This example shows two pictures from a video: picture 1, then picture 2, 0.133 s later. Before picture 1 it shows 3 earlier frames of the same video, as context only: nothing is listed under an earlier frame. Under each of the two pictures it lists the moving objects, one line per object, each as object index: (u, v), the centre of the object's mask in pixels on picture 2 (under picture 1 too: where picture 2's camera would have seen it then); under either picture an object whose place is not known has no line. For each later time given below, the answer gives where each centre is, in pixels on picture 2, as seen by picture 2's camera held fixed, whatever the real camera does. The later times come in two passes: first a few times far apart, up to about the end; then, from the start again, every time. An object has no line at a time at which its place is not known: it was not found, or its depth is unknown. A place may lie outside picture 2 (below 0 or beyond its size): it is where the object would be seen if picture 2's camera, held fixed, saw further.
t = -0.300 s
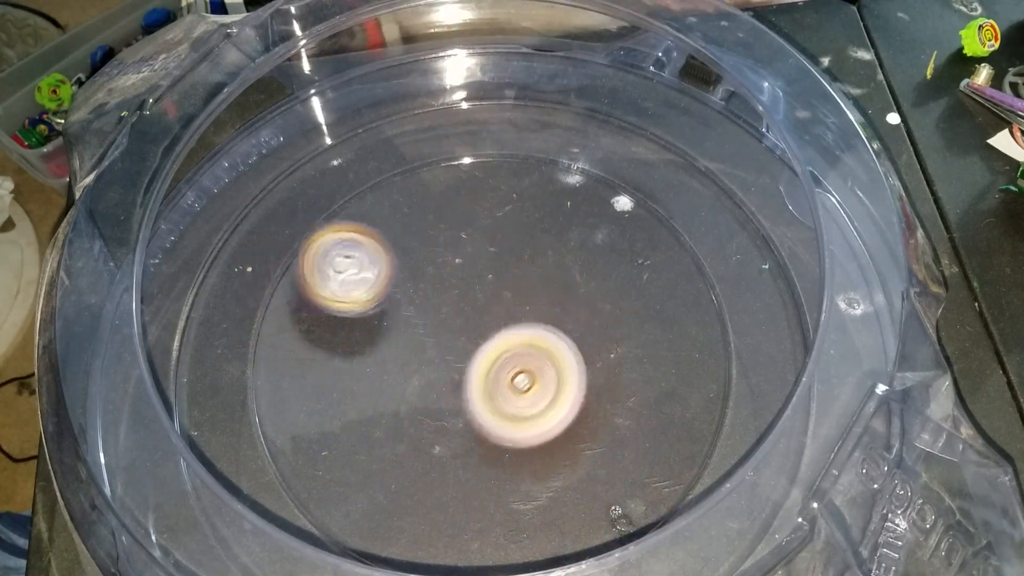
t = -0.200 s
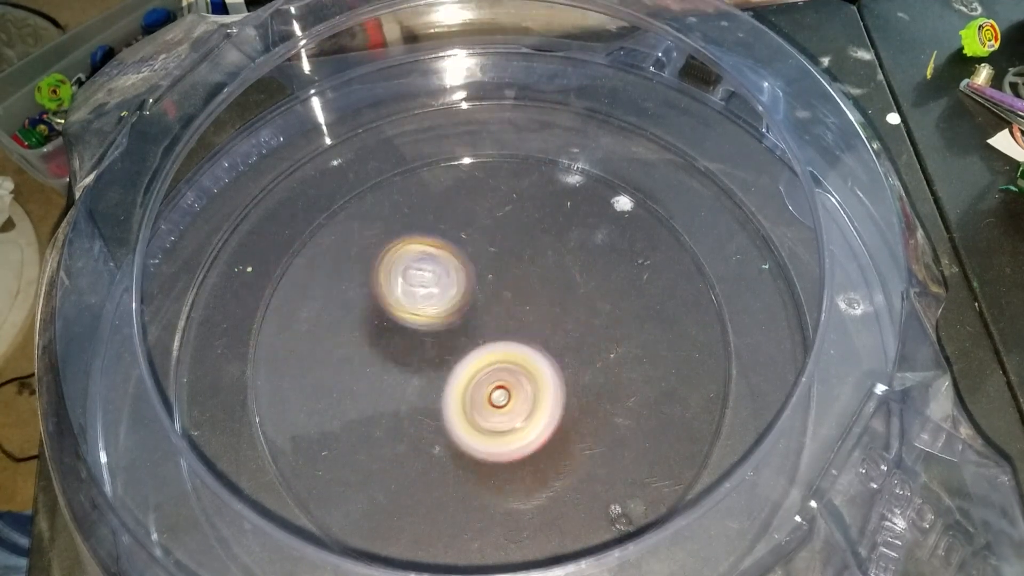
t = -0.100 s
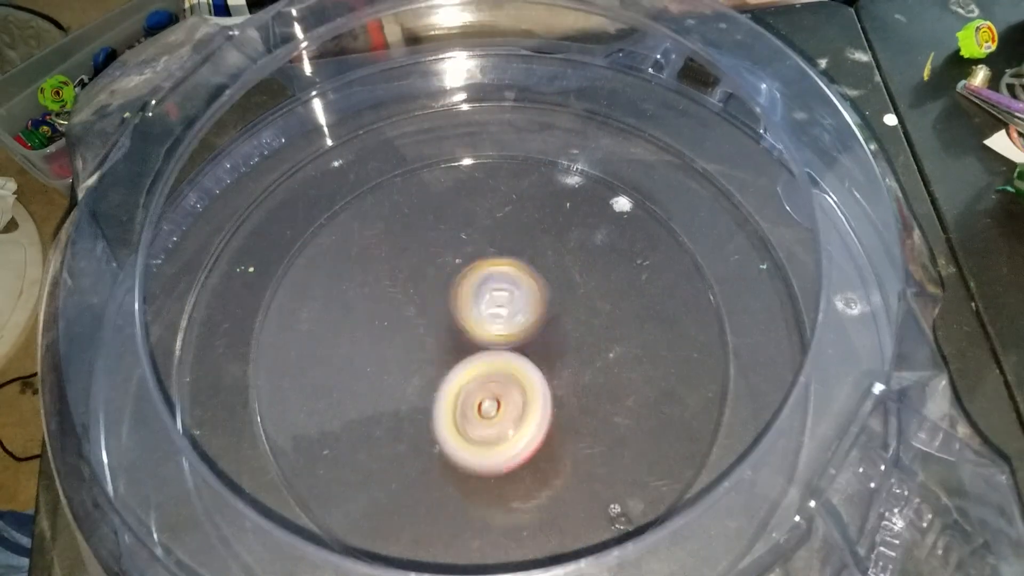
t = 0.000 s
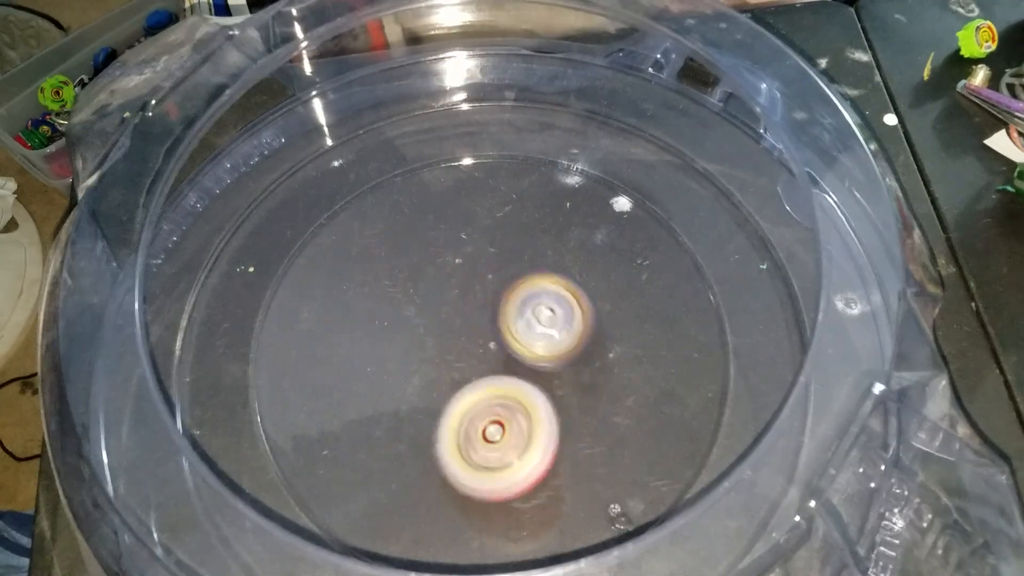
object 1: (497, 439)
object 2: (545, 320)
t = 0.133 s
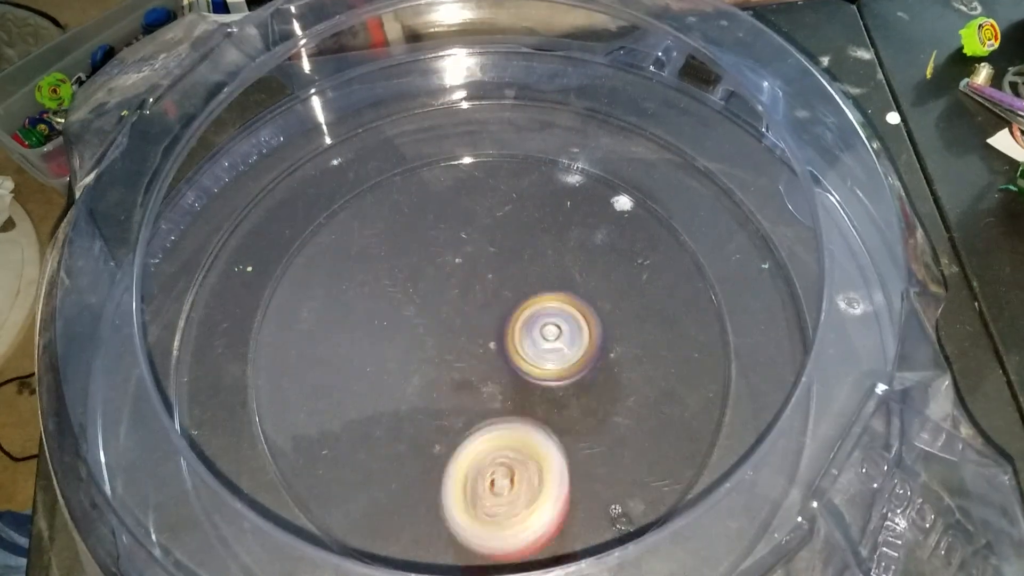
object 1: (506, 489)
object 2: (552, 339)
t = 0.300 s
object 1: (520, 525)
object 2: (502, 353)
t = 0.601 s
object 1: (502, 425)
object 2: (426, 308)
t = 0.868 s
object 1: (504, 461)
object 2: (459, 77)
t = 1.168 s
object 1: (476, 385)
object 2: (478, 69)
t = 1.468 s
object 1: (410, 274)
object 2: (467, 188)
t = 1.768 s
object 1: (323, 384)
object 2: (590, 373)
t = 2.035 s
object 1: (420, 308)
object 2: (483, 519)
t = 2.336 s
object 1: (473, 233)
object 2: (435, 479)
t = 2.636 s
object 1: (532, 225)
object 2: (424, 445)
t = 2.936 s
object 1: (499, 331)
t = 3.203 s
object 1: (550, 279)
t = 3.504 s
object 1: (473, 368)
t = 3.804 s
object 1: (447, 427)
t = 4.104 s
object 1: (439, 293)
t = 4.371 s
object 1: (361, 234)
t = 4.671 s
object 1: (375, 321)
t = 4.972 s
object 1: (422, 402)
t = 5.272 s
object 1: (551, 422)
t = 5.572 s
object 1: (514, 372)
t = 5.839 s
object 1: (502, 366)
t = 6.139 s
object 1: (517, 359)
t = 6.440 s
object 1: (539, 350)
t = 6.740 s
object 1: (534, 349)
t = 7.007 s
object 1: (582, 340)
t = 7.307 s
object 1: (586, 328)
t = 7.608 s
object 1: (542, 333)
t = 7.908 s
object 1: (570, 339)
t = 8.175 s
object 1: (545, 336)
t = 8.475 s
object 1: (566, 332)
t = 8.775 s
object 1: (540, 324)
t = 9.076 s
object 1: (537, 316)
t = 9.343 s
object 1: (554, 288)
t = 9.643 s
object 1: (522, 293)
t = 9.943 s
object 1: (508, 283)
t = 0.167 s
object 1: (507, 506)
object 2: (547, 336)
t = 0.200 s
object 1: (510, 516)
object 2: (538, 336)
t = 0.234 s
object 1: (514, 522)
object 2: (529, 339)
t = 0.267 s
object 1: (517, 525)
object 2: (516, 346)
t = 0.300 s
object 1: (520, 525)
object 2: (502, 353)
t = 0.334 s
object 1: (522, 523)
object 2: (486, 358)
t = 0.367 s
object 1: (522, 521)
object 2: (469, 359)
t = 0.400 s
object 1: (522, 515)
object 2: (455, 357)
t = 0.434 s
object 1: (520, 506)
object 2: (443, 353)
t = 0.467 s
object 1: (518, 494)
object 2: (432, 345)
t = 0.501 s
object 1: (515, 478)
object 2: (425, 337)
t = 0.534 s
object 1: (511, 462)
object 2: (423, 328)
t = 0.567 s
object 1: (507, 445)
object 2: (423, 318)
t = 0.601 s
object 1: (502, 425)
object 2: (426, 308)
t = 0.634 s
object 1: (498, 406)
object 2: (432, 298)
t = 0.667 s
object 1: (492, 386)
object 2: (443, 290)
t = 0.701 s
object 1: (492, 386)
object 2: (449, 271)
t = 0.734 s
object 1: (497, 415)
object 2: (448, 221)
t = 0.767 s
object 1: (501, 435)
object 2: (448, 175)
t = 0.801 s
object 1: (504, 450)
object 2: (451, 134)
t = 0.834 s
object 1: (505, 457)
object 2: (456, 104)
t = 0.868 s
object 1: (504, 461)
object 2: (459, 77)
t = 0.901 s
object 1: (501, 461)
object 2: (466, 58)
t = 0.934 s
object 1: (498, 460)
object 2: (472, 56)
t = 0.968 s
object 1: (493, 454)
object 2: (476, 46)
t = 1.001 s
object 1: (489, 447)
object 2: (479, 54)
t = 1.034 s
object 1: (485, 438)
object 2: (482, 57)
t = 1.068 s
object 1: (481, 426)
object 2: (484, 57)
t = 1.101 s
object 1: (479, 414)
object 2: (483, 60)
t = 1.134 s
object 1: (478, 401)
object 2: (481, 64)
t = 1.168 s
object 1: (476, 385)
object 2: (478, 69)
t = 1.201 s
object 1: (474, 370)
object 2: (476, 74)
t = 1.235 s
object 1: (470, 356)
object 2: (475, 83)
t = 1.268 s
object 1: (463, 340)
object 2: (475, 96)
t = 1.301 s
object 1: (456, 324)
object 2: (475, 106)
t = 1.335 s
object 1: (447, 310)
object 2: (473, 118)
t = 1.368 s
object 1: (437, 297)
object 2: (469, 129)
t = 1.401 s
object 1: (428, 287)
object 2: (466, 145)
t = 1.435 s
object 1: (419, 280)
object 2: (466, 164)
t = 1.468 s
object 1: (410, 274)
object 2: (467, 188)
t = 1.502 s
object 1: (385, 286)
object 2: (483, 206)
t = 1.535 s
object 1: (355, 304)
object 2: (512, 214)
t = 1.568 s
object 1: (334, 320)
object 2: (539, 227)
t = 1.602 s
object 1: (318, 336)
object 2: (561, 244)
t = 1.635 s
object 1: (309, 352)
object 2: (581, 265)
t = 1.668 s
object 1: (305, 365)
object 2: (592, 289)
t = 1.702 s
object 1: (307, 374)
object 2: (598, 314)
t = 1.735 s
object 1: (313, 380)
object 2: (598, 344)
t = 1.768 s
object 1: (323, 384)
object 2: (590, 373)
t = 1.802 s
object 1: (335, 386)
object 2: (578, 396)
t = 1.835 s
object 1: (349, 385)
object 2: (559, 418)
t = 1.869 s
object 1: (366, 384)
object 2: (539, 435)
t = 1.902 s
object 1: (384, 382)
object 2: (516, 447)
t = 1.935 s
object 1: (403, 379)
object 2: (493, 452)
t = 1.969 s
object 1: (416, 368)
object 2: (478, 465)
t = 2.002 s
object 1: (417, 336)
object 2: (481, 497)
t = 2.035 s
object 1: (420, 308)
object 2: (483, 519)
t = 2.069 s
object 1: (426, 284)
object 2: (483, 532)
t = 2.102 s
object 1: (433, 265)
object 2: (480, 538)
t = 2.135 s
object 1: (440, 251)
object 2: (475, 541)
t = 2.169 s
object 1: (447, 241)
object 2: (470, 541)
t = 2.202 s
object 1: (453, 234)
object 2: (463, 536)
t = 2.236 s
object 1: (459, 230)
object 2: (455, 529)
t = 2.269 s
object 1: (464, 228)
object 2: (448, 517)
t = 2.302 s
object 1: (469, 229)
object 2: (440, 499)
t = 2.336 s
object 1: (473, 233)
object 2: (435, 479)
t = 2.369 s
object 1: (477, 239)
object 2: (431, 456)
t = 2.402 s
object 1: (480, 248)
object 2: (428, 432)
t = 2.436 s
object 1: (483, 259)
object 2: (427, 409)
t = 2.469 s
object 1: (486, 271)
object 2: (432, 384)
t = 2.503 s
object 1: (491, 275)
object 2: (435, 379)
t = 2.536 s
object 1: (503, 253)
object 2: (430, 398)
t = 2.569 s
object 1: (516, 237)
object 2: (427, 417)
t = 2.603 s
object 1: (526, 228)
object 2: (426, 432)
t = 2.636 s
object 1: (532, 225)
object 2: (424, 445)
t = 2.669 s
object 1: (535, 227)
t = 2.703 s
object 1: (536, 231)
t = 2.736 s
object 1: (535, 239)
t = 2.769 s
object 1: (532, 250)
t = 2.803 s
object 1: (526, 263)
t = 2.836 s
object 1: (519, 277)
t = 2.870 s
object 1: (512, 293)
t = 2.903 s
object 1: (505, 312)
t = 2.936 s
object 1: (499, 331)
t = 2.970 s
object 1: (495, 350)
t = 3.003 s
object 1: (504, 346)
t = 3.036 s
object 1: (523, 321)
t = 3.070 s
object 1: (538, 301)
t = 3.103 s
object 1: (547, 287)
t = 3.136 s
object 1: (552, 279)
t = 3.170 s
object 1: (552, 277)
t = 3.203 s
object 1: (550, 279)
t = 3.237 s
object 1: (546, 283)
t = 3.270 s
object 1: (540, 290)
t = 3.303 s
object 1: (532, 297)
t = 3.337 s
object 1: (524, 305)
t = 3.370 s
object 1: (515, 315)
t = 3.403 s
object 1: (505, 326)
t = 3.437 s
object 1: (494, 339)
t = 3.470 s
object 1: (483, 354)
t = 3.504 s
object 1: (473, 368)
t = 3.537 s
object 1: (464, 383)
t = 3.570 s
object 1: (457, 396)
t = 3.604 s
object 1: (450, 409)
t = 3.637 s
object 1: (445, 420)
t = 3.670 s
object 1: (442, 429)
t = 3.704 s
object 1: (441, 433)
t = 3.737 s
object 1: (441, 434)
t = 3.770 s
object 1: (443, 431)
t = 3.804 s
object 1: (447, 427)
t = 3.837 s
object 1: (450, 418)
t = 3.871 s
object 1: (450, 400)
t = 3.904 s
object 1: (451, 381)
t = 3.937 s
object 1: (451, 363)
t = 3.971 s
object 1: (449, 345)
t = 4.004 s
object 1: (447, 329)
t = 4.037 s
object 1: (445, 315)
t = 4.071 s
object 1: (443, 303)
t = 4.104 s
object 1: (439, 293)
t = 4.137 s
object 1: (427, 277)
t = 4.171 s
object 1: (415, 262)
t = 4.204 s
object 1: (404, 250)
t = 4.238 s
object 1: (392, 242)
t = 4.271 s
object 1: (382, 237)
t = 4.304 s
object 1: (374, 233)
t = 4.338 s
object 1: (367, 232)
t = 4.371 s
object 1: (361, 234)
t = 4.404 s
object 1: (359, 238)
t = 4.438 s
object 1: (358, 243)
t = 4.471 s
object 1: (360, 251)
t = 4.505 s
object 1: (364, 261)
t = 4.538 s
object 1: (370, 272)
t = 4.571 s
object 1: (378, 286)
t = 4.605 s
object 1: (387, 301)
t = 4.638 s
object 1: (385, 312)
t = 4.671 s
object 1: (375, 321)
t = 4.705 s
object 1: (373, 330)
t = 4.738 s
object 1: (375, 336)
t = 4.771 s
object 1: (382, 342)
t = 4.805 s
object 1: (390, 347)
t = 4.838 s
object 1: (401, 351)
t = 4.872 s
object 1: (415, 358)
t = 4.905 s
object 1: (418, 371)
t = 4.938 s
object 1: (416, 386)
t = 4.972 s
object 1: (422, 402)
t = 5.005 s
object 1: (435, 413)
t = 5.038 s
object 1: (452, 423)
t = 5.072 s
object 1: (473, 430)
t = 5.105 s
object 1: (493, 432)
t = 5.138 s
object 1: (511, 432)
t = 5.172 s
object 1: (527, 429)
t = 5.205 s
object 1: (537, 423)
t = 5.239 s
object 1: (546, 422)
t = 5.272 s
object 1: (551, 422)
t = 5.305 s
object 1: (553, 419)
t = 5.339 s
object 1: (551, 415)
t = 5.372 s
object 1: (548, 409)
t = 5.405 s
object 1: (543, 403)
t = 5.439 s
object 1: (537, 396)
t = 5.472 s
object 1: (531, 389)
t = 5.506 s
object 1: (524, 382)
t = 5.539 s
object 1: (518, 375)
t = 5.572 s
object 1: (514, 372)
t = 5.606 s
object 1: (511, 369)
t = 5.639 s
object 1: (508, 367)
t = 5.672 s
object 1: (510, 368)
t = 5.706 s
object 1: (511, 369)
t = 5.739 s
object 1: (510, 369)
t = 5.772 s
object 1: (508, 368)
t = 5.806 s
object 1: (505, 367)
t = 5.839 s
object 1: (502, 366)
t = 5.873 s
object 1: (500, 364)
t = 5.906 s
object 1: (497, 363)
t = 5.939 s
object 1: (495, 361)
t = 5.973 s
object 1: (495, 360)
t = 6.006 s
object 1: (501, 361)
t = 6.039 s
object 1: (505, 361)
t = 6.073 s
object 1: (506, 361)
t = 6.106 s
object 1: (507, 360)
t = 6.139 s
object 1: (517, 359)
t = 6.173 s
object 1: (530, 359)
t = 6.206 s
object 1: (538, 358)
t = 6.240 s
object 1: (541, 357)
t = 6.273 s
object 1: (540, 357)
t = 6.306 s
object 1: (538, 356)
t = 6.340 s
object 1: (534, 355)
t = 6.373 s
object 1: (530, 354)
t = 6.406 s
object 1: (526, 354)
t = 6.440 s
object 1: (539, 350)
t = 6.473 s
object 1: (551, 349)
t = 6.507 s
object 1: (555, 349)
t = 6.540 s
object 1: (554, 349)
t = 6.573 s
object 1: (552, 349)
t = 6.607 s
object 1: (548, 349)
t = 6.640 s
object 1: (545, 349)
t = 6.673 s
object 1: (542, 349)
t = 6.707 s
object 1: (538, 349)
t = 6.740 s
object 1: (534, 349)
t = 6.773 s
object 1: (530, 350)
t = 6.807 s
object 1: (529, 350)
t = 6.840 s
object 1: (544, 349)
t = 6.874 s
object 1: (553, 347)
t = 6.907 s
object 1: (557, 347)
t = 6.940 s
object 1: (555, 347)
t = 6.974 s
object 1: (566, 344)
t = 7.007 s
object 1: (582, 340)
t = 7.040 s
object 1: (591, 340)
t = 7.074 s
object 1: (592, 341)
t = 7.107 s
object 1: (587, 340)
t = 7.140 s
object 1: (582, 339)
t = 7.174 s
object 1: (576, 339)
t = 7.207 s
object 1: (568, 338)
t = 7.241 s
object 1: (562, 337)
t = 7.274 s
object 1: (574, 332)
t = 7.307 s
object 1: (586, 328)
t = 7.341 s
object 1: (589, 328)
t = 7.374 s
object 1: (586, 327)
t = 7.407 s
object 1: (582, 327)
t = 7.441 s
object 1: (577, 328)
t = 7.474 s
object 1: (570, 329)
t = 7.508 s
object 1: (562, 330)
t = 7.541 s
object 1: (553, 332)
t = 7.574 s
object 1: (544, 333)
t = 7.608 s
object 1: (542, 333)
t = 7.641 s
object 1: (548, 332)
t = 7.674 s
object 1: (549, 334)
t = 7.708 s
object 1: (548, 336)
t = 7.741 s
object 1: (555, 338)
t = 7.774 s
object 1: (558, 340)
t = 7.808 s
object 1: (555, 342)
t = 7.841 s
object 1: (549, 341)
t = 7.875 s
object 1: (558, 341)
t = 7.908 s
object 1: (570, 339)
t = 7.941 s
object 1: (574, 339)
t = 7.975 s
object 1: (572, 339)
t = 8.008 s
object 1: (569, 338)
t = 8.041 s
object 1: (566, 337)
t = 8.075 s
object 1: (562, 337)
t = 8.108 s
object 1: (556, 336)
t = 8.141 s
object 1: (551, 336)
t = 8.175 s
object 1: (545, 336)
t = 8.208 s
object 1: (539, 336)
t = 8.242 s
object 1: (545, 336)
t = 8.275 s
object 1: (556, 336)
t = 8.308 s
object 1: (561, 338)
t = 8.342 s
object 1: (558, 340)
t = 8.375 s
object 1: (552, 340)
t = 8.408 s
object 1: (548, 340)
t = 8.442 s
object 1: (560, 335)
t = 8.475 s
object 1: (566, 332)
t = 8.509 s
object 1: (567, 331)
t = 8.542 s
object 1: (564, 332)
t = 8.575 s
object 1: (560, 330)
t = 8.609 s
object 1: (555, 329)
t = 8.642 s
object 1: (550, 328)
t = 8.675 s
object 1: (545, 327)
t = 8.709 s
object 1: (539, 327)
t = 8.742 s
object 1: (535, 327)
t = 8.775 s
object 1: (540, 324)
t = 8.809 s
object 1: (542, 323)
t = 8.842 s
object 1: (543, 324)
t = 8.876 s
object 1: (550, 321)
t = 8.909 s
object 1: (553, 318)
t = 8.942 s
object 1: (552, 316)
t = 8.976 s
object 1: (550, 316)
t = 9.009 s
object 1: (547, 316)
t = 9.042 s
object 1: (542, 316)
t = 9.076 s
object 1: (537, 316)
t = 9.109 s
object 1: (537, 311)
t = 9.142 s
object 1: (554, 293)
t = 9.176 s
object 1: (565, 280)
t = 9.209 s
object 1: (573, 275)
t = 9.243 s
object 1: (574, 276)
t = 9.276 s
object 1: (569, 279)
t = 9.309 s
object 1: (562, 283)
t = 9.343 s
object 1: (554, 288)
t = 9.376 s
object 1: (545, 293)
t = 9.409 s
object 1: (536, 301)
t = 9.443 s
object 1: (526, 309)
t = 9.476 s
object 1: (517, 316)
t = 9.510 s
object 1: (508, 324)
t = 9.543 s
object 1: (510, 317)
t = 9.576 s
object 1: (517, 307)
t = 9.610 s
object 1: (521, 296)
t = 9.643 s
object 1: (522, 293)
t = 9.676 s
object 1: (521, 290)
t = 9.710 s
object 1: (517, 290)
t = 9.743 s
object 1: (512, 291)
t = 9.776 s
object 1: (507, 292)
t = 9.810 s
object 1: (503, 294)
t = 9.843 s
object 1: (501, 290)
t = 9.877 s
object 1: (504, 281)
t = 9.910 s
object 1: (507, 279)
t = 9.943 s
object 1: (508, 283)
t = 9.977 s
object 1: (504, 290)
